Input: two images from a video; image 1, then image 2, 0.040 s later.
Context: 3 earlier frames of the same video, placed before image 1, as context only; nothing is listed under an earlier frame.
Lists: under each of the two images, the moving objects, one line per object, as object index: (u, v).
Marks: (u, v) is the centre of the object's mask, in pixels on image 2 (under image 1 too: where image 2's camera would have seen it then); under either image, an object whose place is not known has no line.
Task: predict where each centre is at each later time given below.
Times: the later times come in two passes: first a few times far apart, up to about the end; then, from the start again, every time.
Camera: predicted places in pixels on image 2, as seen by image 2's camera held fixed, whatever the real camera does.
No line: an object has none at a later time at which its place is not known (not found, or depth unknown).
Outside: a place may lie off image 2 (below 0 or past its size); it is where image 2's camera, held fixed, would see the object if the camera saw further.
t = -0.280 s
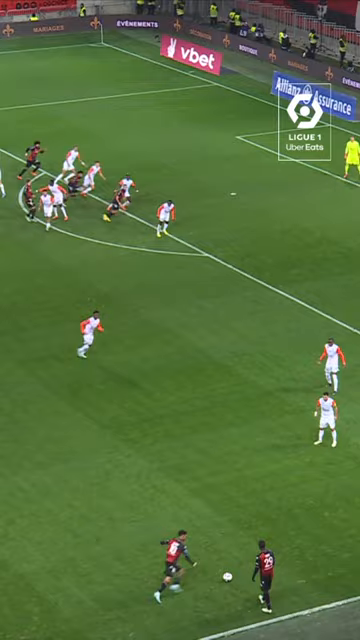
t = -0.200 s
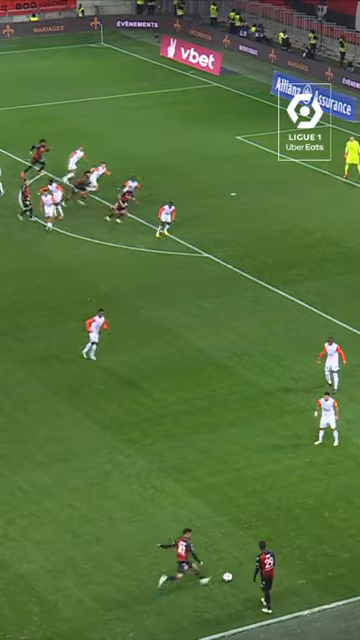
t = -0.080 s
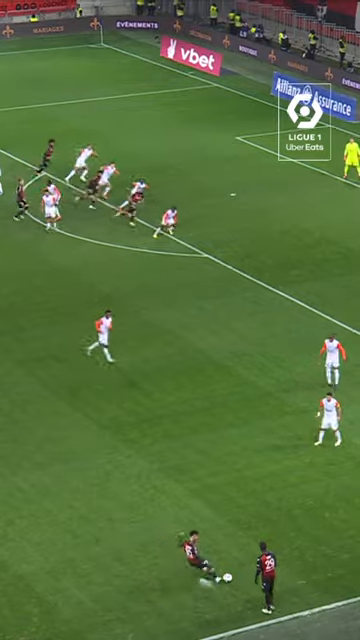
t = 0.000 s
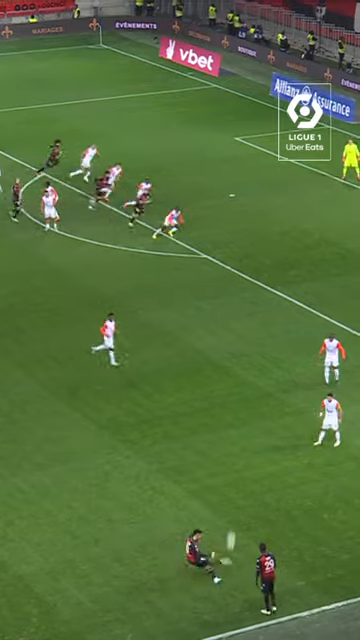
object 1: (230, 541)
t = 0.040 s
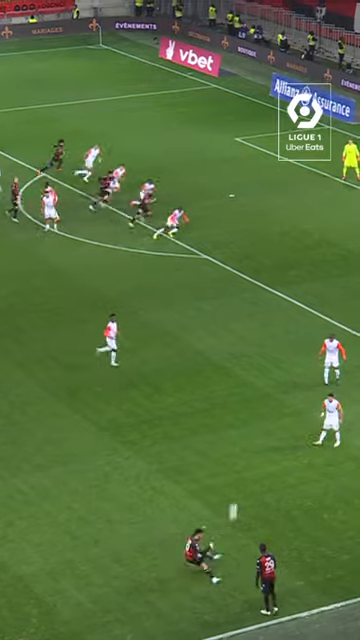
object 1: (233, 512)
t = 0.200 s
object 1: (237, 415)
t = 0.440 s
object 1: (230, 320)
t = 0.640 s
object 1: (214, 275)
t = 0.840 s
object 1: (194, 252)
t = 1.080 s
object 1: (167, 250)
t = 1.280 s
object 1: (147, 234)
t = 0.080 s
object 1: (234, 484)
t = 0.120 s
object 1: (236, 460)
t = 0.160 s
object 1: (236, 436)
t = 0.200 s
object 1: (237, 415)
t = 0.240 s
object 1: (236, 395)
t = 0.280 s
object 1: (236, 377)
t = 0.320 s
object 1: (234, 361)
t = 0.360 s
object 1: (233, 346)
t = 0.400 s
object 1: (231, 332)
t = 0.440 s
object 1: (230, 320)
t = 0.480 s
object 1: (227, 309)
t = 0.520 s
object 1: (224, 299)
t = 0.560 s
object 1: (221, 290)
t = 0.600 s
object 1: (218, 282)
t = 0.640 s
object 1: (214, 275)
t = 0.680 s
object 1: (211, 268)
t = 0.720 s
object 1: (207, 263)
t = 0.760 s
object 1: (203, 259)
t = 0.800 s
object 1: (199, 255)
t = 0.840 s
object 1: (194, 252)
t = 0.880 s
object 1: (189, 250)
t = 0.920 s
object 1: (185, 249)
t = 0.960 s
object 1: (181, 248)
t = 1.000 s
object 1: (176, 248)
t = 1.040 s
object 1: (172, 249)
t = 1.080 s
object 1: (167, 250)
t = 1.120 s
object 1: (162, 253)
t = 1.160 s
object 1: (158, 255)
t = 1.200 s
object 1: (154, 252)
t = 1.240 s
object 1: (150, 243)
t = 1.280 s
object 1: (147, 234)
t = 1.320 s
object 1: (144, 226)
